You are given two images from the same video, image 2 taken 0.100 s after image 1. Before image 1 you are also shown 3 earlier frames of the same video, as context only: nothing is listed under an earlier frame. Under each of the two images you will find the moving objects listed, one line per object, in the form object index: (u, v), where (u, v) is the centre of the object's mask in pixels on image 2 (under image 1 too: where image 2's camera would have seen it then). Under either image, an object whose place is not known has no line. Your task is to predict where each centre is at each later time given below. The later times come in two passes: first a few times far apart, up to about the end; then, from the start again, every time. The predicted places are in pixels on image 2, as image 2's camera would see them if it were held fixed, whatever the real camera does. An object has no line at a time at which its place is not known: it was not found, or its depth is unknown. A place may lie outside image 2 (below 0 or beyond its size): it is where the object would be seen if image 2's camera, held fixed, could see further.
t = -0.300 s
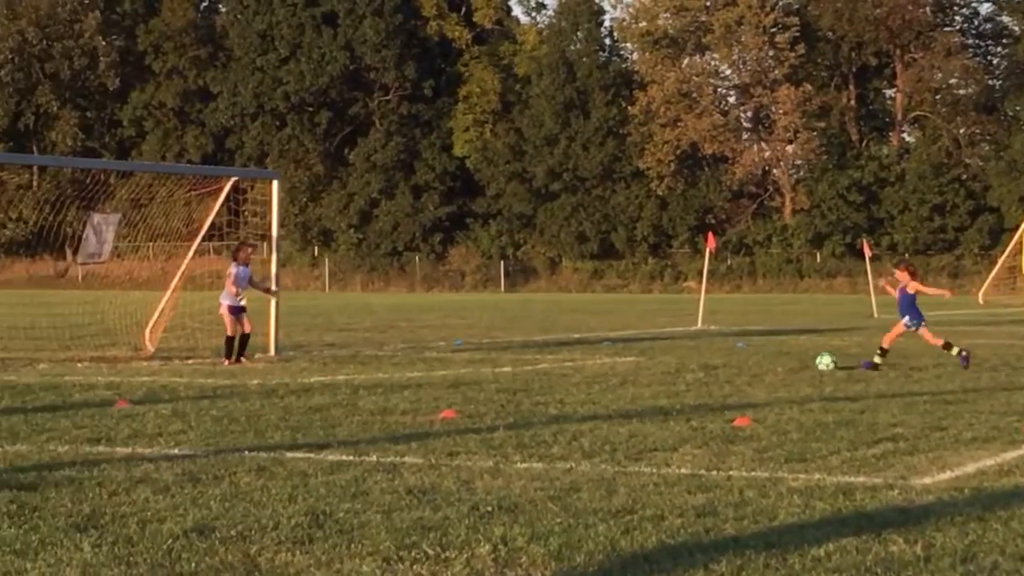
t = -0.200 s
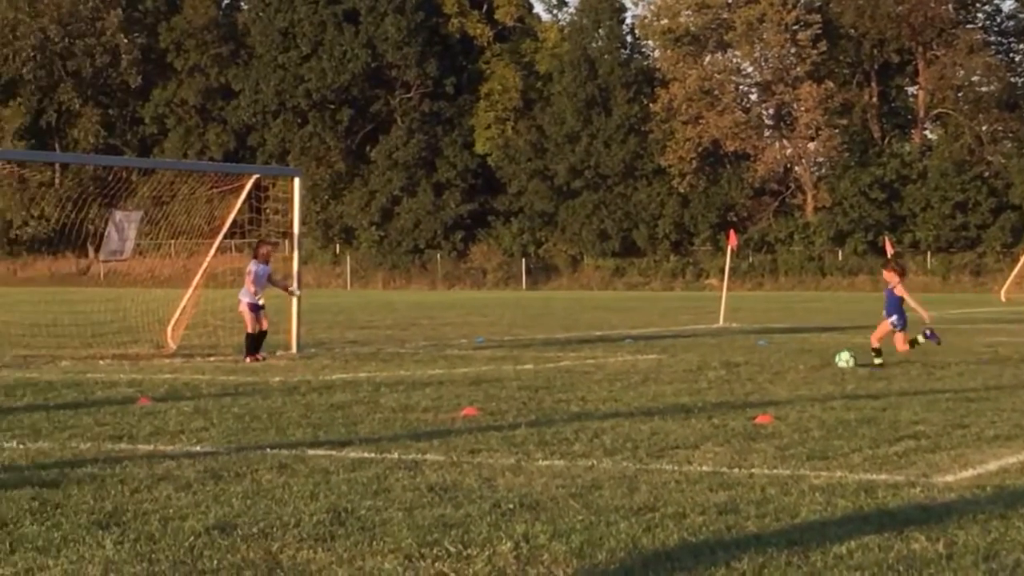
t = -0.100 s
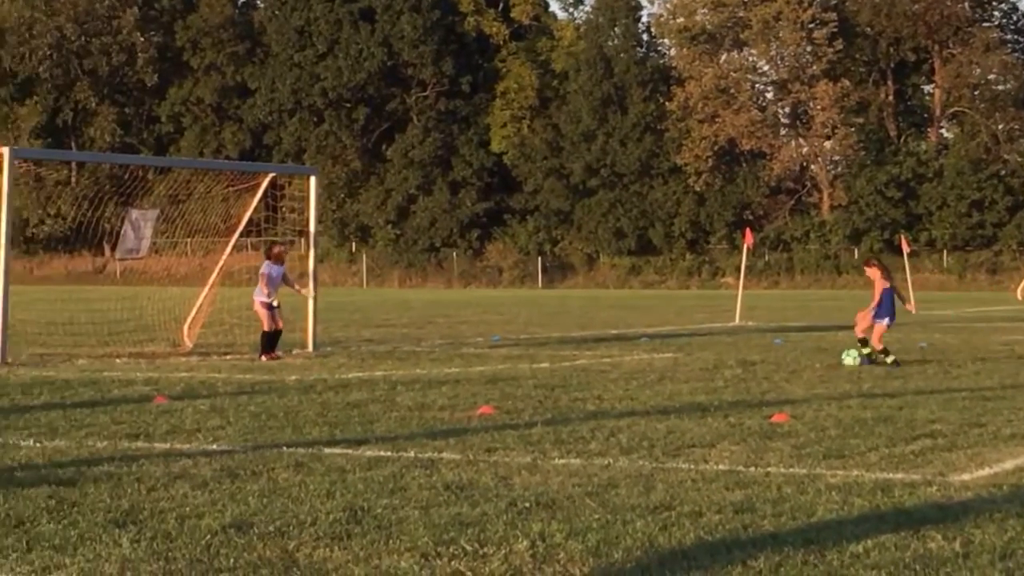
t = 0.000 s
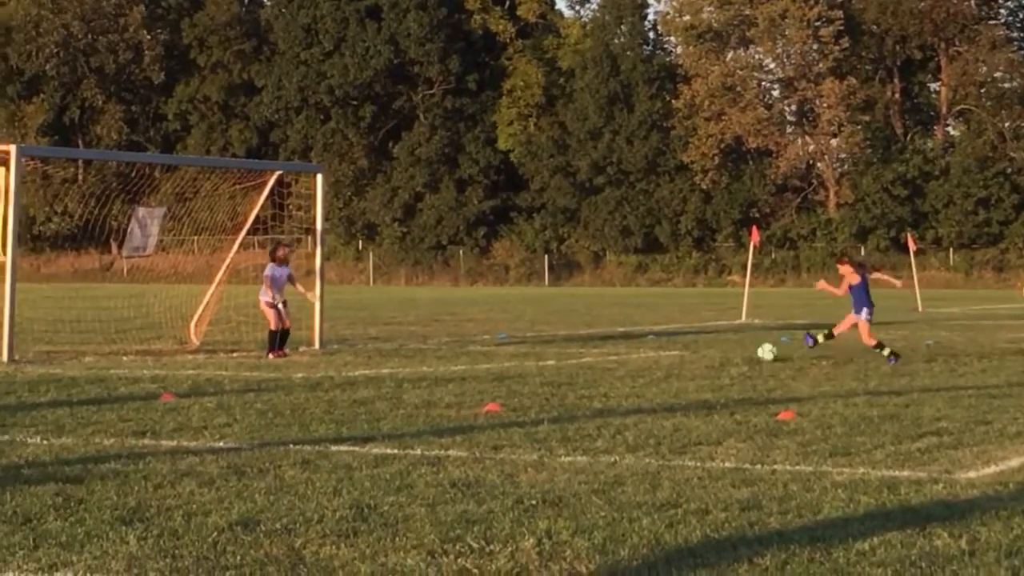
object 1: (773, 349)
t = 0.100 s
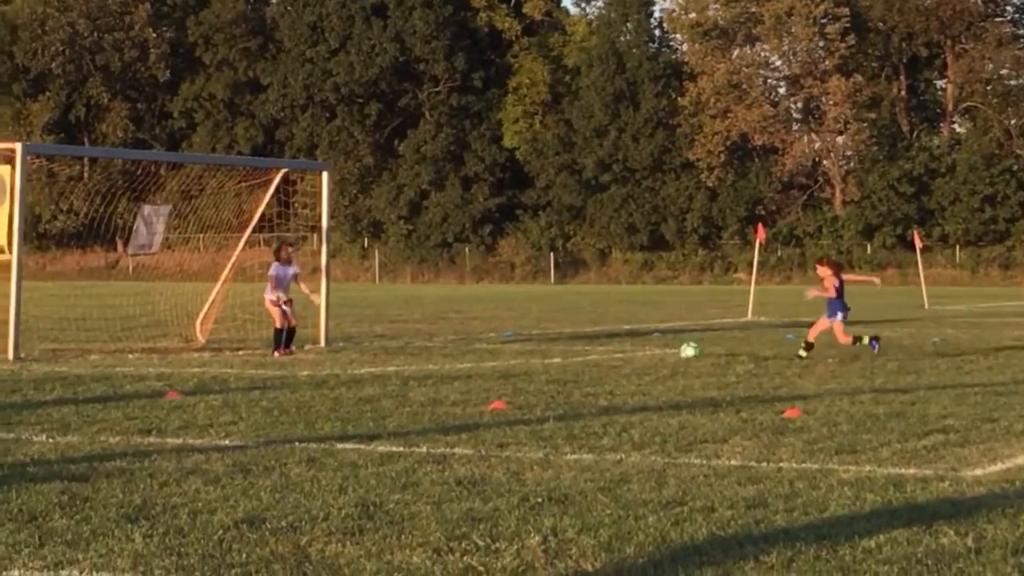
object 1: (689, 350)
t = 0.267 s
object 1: (584, 349)
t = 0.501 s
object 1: (487, 344)
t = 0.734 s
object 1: (422, 345)
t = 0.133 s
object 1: (666, 350)
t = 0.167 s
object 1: (646, 348)
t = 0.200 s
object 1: (625, 348)
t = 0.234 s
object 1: (605, 347)
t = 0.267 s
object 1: (584, 349)
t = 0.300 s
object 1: (564, 350)
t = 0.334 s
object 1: (548, 349)
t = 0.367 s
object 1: (535, 347)
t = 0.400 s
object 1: (523, 344)
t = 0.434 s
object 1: (510, 343)
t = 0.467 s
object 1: (498, 344)
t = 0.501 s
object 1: (487, 344)
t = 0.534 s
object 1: (473, 347)
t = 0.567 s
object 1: (461, 349)
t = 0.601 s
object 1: (452, 349)
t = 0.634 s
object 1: (444, 347)
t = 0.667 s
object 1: (437, 345)
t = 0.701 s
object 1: (430, 344)
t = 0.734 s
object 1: (422, 345)
